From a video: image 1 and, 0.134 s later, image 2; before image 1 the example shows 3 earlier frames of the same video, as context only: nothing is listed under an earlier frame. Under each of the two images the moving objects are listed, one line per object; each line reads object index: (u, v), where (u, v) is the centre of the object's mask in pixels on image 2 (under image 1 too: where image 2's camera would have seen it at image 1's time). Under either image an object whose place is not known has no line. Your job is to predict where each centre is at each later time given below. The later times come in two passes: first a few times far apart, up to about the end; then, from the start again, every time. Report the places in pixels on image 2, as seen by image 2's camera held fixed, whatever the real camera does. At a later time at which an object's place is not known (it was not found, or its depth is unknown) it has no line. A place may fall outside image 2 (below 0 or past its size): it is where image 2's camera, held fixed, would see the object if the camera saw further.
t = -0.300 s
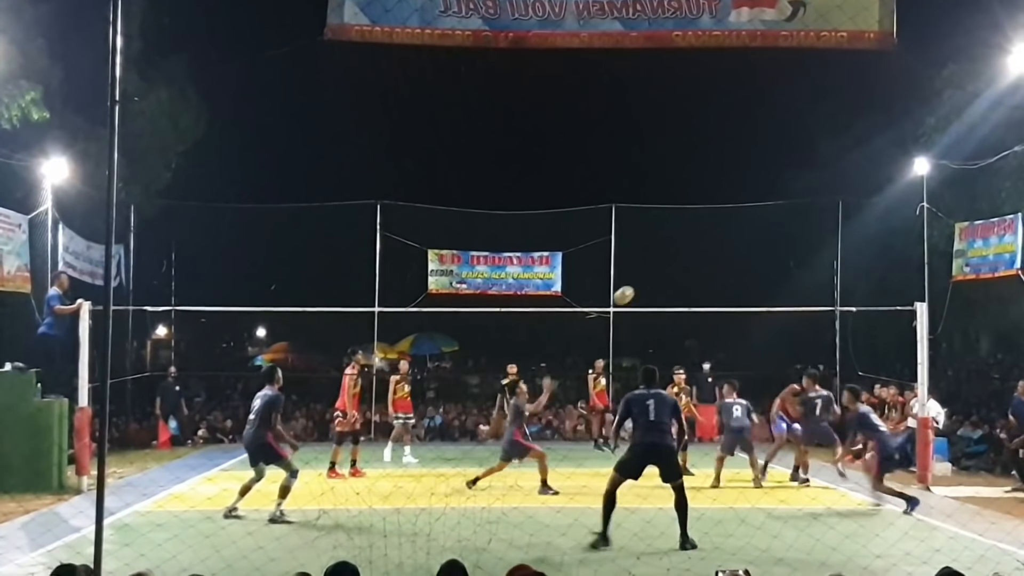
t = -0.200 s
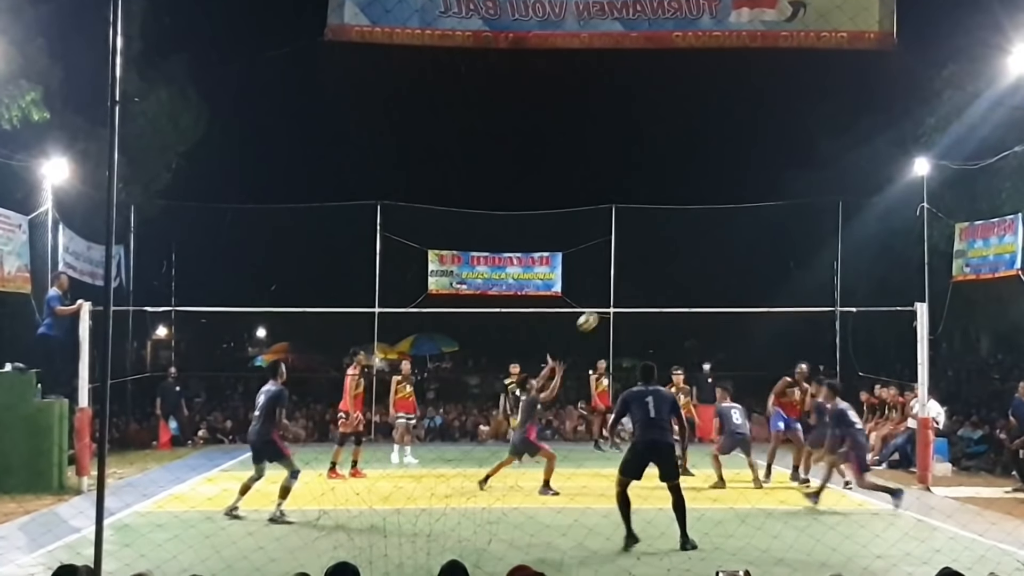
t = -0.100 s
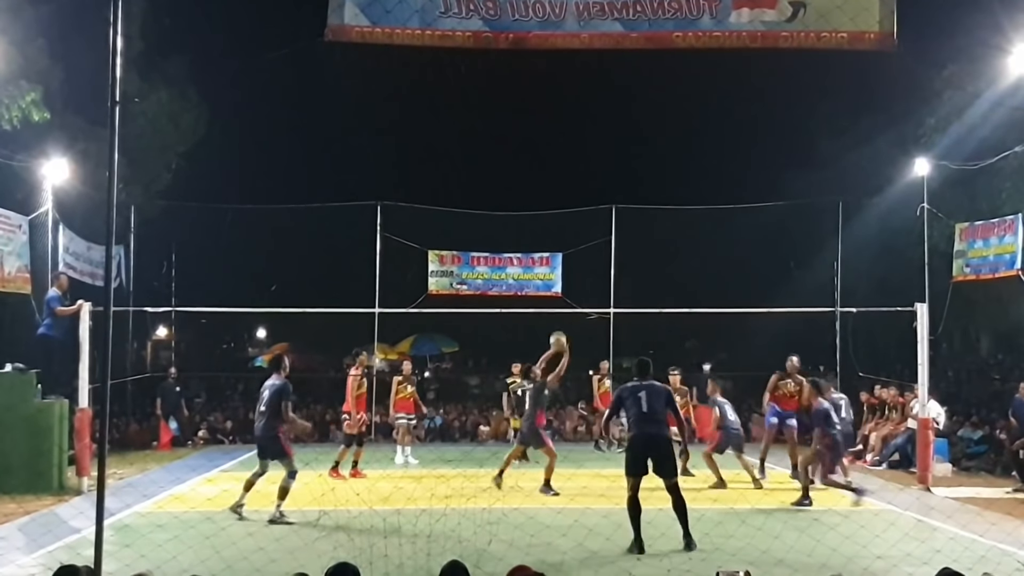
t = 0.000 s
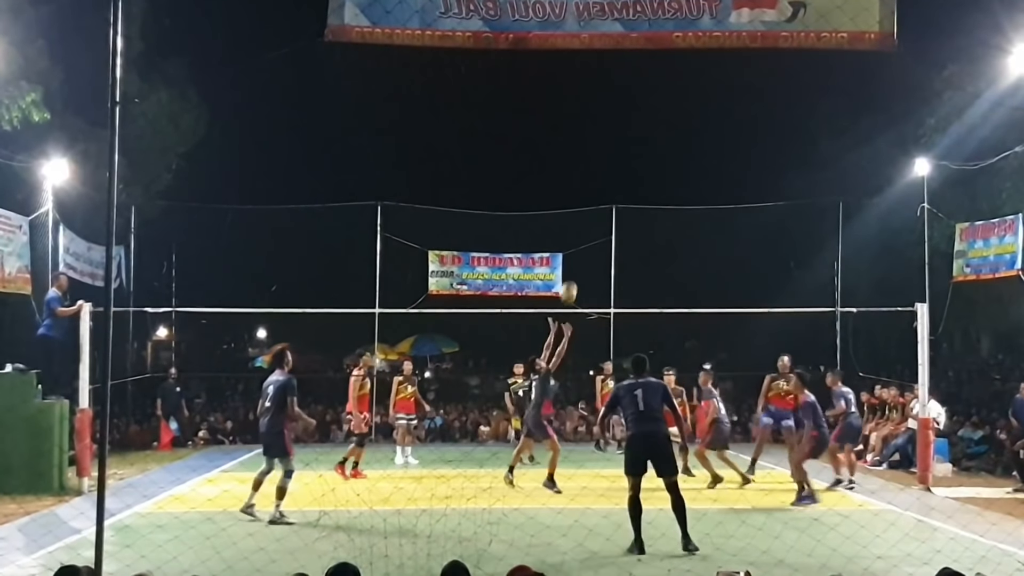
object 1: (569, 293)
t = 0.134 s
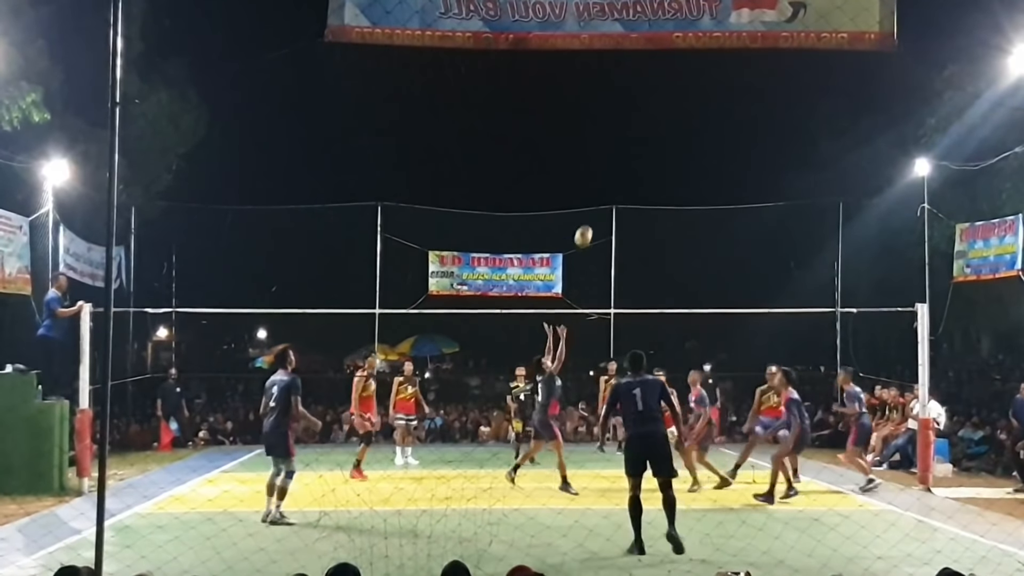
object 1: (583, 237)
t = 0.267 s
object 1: (598, 193)
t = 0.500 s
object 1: (624, 151)
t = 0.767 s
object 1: (653, 152)
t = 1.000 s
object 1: (678, 196)
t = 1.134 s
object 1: (692, 240)
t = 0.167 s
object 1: (587, 224)
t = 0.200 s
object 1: (591, 213)
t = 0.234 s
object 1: (595, 202)
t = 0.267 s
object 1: (598, 193)
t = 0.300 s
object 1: (602, 185)
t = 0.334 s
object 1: (606, 177)
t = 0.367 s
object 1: (610, 170)
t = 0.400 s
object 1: (613, 164)
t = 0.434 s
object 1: (617, 159)
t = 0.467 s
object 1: (621, 154)
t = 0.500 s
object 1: (624, 151)
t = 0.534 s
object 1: (628, 148)
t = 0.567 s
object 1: (632, 146)
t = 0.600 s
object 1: (635, 145)
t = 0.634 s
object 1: (639, 145)
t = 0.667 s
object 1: (642, 145)
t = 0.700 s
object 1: (646, 147)
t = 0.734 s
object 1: (650, 149)
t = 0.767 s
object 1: (653, 152)
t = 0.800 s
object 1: (657, 156)
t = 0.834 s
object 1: (660, 161)
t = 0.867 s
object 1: (664, 166)
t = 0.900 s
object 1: (667, 172)
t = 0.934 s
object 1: (671, 179)
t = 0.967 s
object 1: (674, 187)
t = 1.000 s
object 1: (678, 196)
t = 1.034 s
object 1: (681, 206)
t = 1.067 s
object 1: (685, 217)
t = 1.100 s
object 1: (688, 228)
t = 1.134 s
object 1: (692, 240)
